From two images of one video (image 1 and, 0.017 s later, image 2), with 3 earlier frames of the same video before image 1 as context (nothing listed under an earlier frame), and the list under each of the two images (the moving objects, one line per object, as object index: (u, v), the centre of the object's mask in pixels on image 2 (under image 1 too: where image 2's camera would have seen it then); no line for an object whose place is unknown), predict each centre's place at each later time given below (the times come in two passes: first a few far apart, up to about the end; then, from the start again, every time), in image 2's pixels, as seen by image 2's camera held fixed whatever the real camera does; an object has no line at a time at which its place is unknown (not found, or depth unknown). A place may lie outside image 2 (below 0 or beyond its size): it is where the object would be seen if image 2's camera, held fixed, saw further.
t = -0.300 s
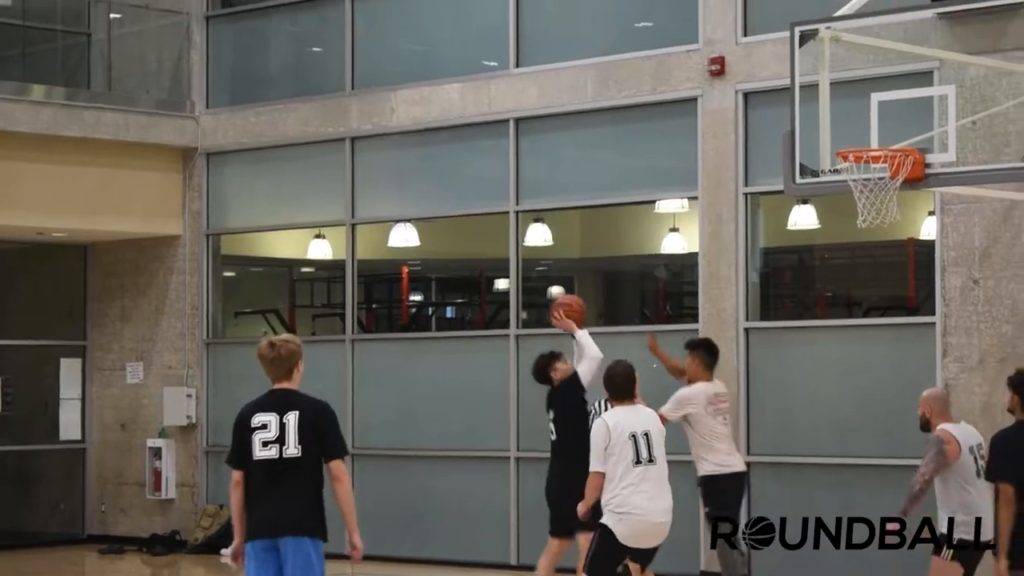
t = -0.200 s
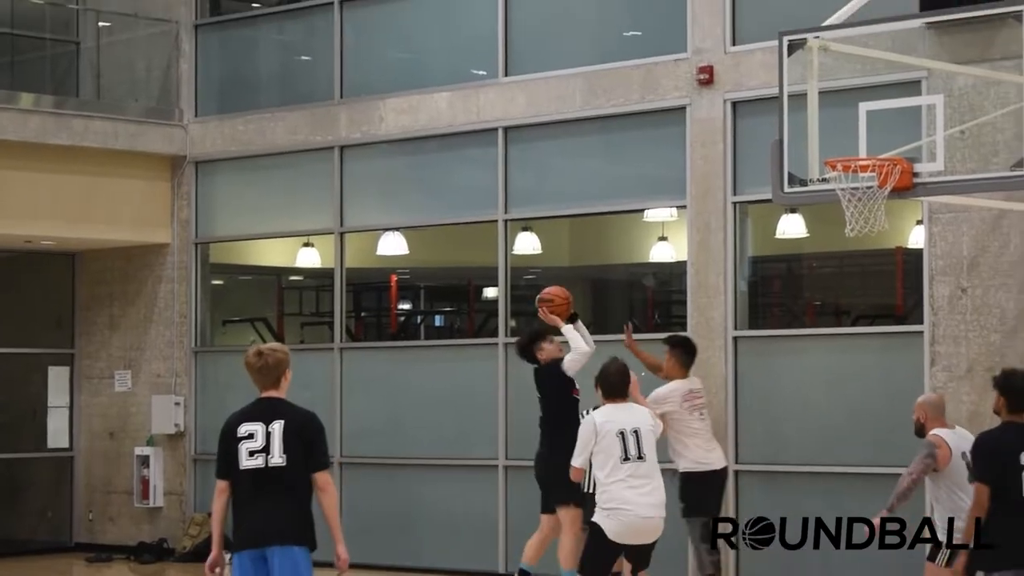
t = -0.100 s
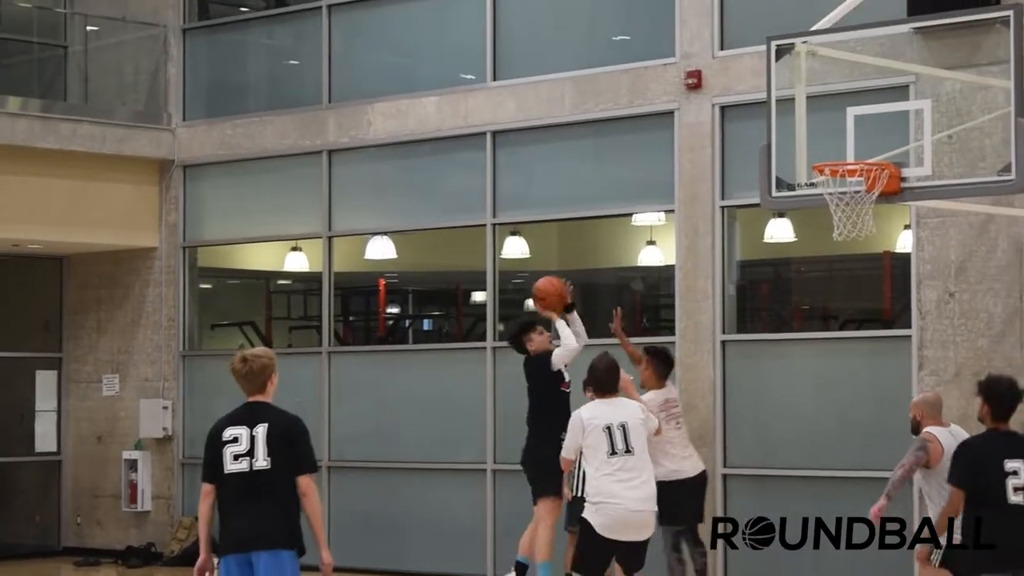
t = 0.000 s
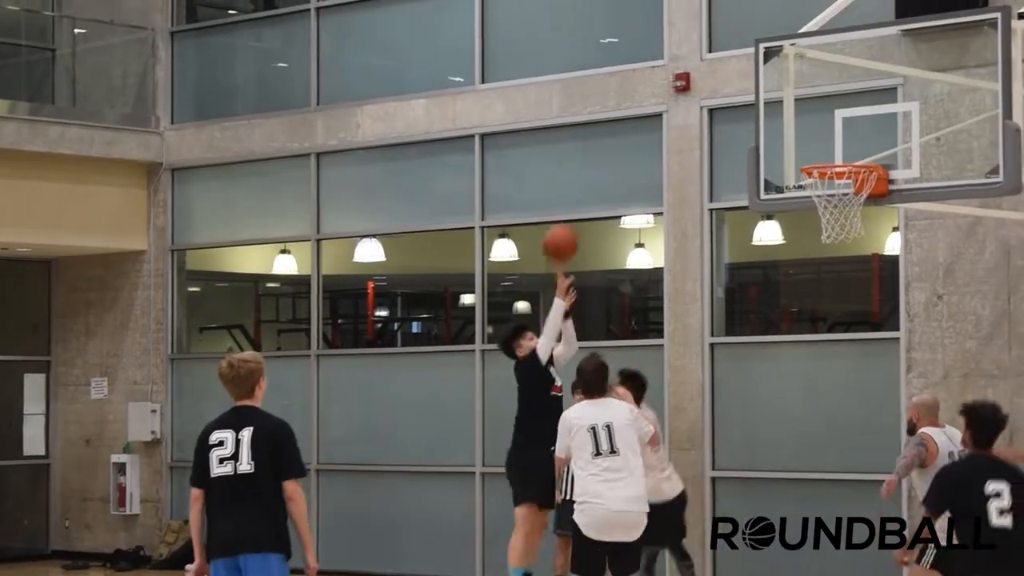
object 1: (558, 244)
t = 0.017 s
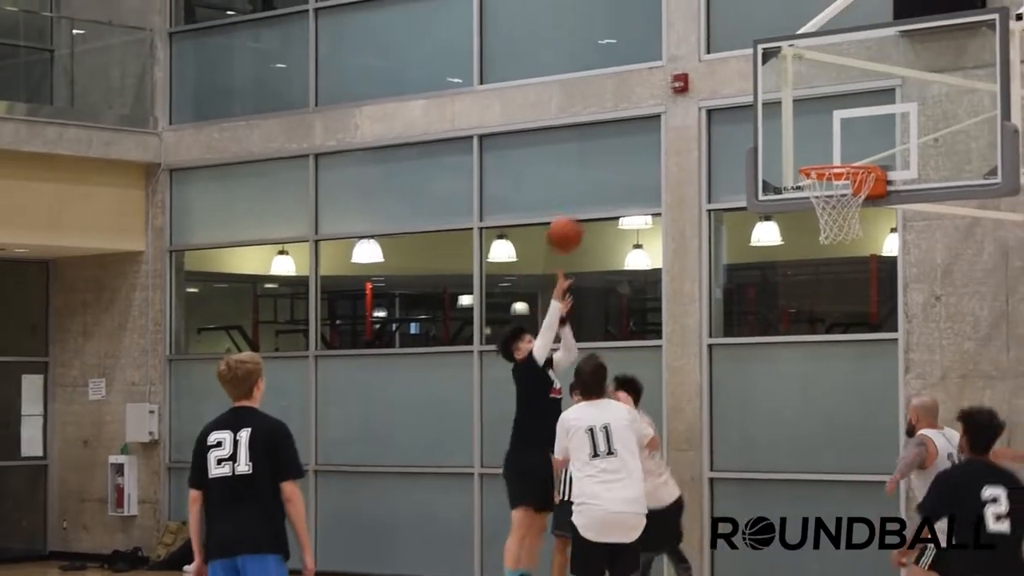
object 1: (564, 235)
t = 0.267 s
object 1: (657, 126)
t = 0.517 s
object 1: (756, 107)
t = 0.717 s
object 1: (840, 157)
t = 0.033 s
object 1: (570, 224)
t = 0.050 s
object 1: (576, 215)
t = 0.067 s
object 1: (583, 205)
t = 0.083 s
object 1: (589, 196)
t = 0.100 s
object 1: (595, 187)
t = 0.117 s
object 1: (601, 180)
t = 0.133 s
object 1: (607, 173)
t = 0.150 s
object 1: (613, 165)
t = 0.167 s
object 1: (620, 158)
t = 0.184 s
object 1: (625, 152)
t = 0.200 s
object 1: (632, 146)
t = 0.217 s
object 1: (638, 140)
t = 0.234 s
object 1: (644, 135)
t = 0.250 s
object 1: (651, 130)
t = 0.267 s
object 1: (657, 126)
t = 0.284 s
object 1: (664, 122)
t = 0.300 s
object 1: (670, 118)
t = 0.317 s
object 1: (676, 115)
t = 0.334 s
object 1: (683, 113)
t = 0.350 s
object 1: (690, 110)
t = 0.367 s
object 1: (696, 108)
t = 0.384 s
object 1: (702, 106)
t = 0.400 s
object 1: (709, 104)
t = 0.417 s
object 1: (716, 104)
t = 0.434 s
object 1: (723, 103)
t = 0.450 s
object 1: (729, 103)
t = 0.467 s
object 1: (736, 104)
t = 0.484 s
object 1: (743, 105)
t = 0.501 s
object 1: (749, 106)
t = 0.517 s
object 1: (756, 107)
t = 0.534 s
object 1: (763, 110)
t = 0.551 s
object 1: (770, 113)
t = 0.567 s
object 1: (777, 116)
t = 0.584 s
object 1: (783, 119)
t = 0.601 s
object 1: (790, 123)
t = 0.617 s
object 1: (798, 128)
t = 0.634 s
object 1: (804, 134)
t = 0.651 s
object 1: (811, 140)
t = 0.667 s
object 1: (818, 145)
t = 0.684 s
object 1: (826, 150)
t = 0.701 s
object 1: (833, 153)
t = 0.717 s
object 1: (840, 157)
